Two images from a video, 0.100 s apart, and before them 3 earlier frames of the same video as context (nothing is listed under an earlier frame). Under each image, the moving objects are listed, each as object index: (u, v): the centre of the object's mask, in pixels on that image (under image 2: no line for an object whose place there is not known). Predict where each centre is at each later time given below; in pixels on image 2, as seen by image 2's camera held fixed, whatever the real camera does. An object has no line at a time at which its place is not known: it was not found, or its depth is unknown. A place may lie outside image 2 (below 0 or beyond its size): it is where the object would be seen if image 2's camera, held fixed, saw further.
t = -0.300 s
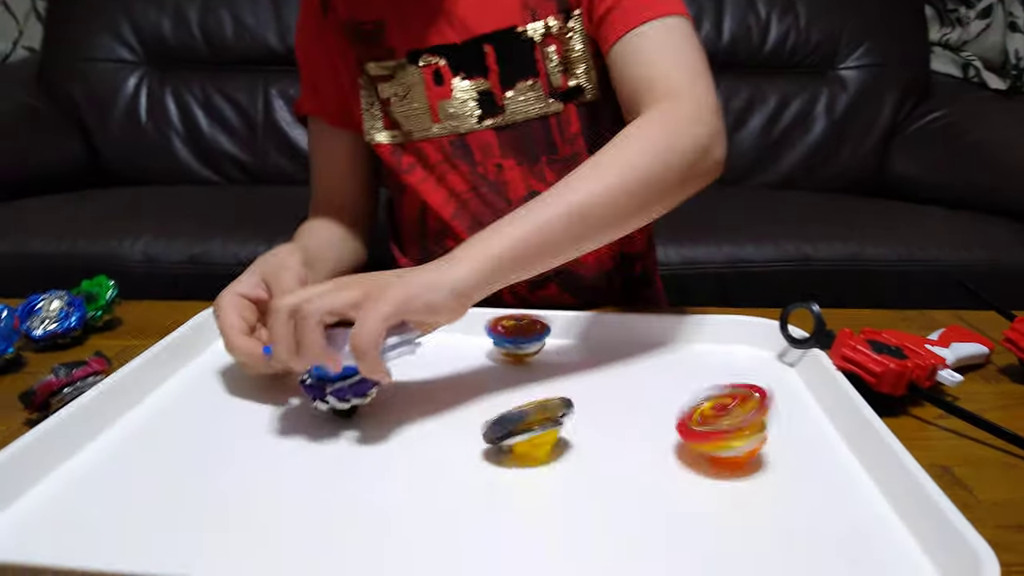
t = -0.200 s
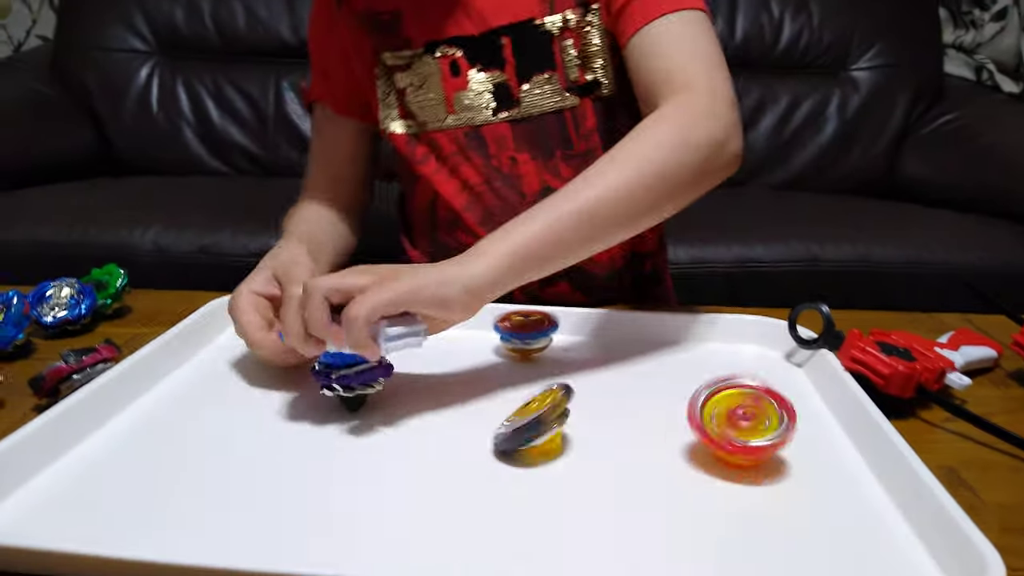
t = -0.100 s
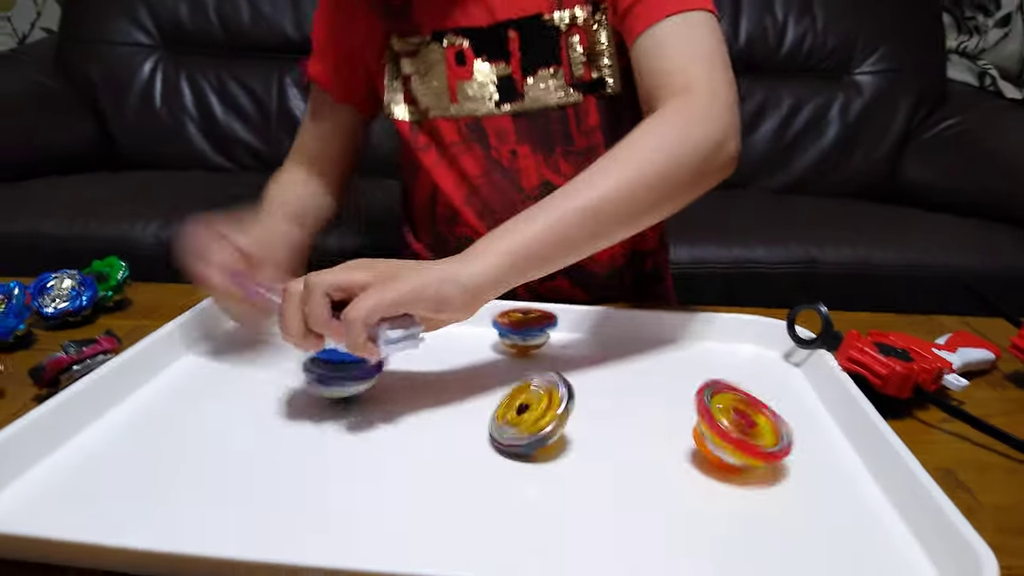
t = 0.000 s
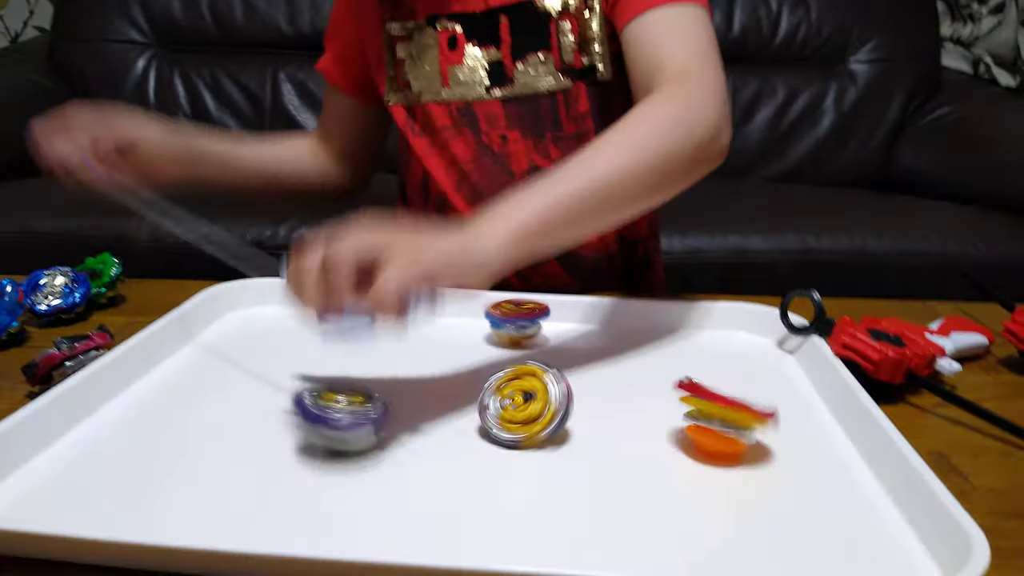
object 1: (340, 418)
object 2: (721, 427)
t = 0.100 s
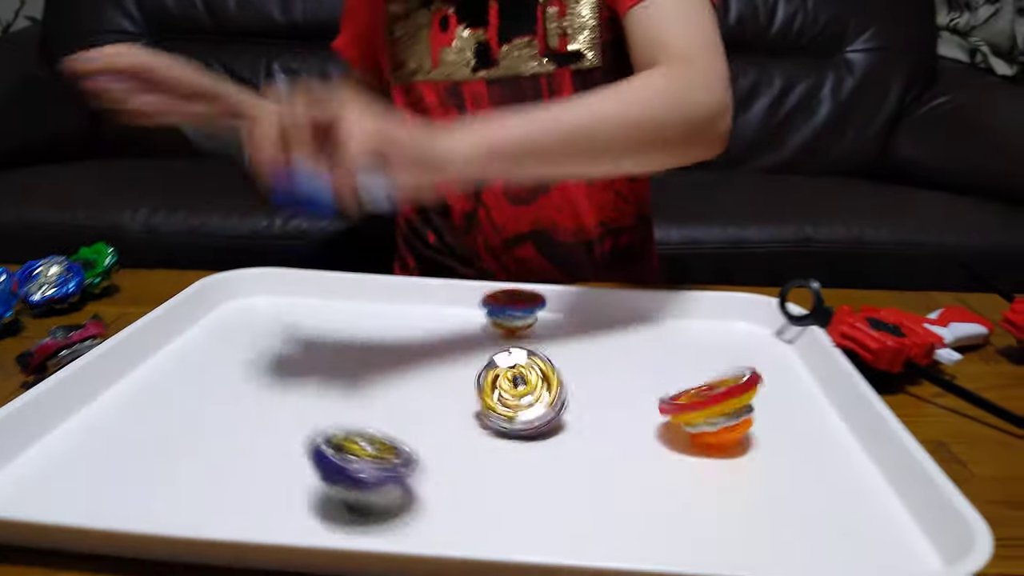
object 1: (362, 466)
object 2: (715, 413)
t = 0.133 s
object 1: (372, 482)
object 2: (710, 407)
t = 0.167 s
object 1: (386, 497)
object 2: (705, 405)
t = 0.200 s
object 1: (406, 501)
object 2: (702, 403)
